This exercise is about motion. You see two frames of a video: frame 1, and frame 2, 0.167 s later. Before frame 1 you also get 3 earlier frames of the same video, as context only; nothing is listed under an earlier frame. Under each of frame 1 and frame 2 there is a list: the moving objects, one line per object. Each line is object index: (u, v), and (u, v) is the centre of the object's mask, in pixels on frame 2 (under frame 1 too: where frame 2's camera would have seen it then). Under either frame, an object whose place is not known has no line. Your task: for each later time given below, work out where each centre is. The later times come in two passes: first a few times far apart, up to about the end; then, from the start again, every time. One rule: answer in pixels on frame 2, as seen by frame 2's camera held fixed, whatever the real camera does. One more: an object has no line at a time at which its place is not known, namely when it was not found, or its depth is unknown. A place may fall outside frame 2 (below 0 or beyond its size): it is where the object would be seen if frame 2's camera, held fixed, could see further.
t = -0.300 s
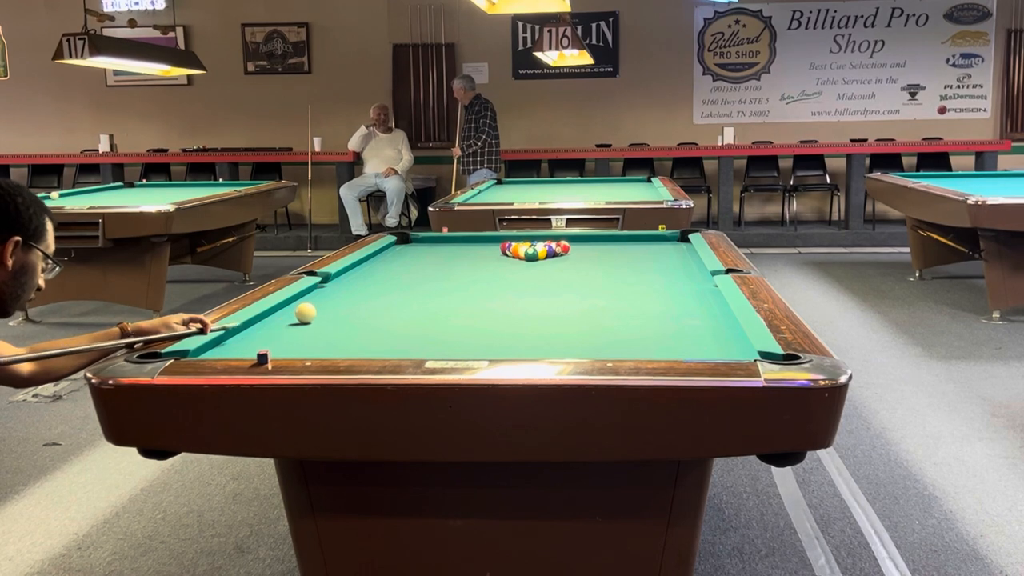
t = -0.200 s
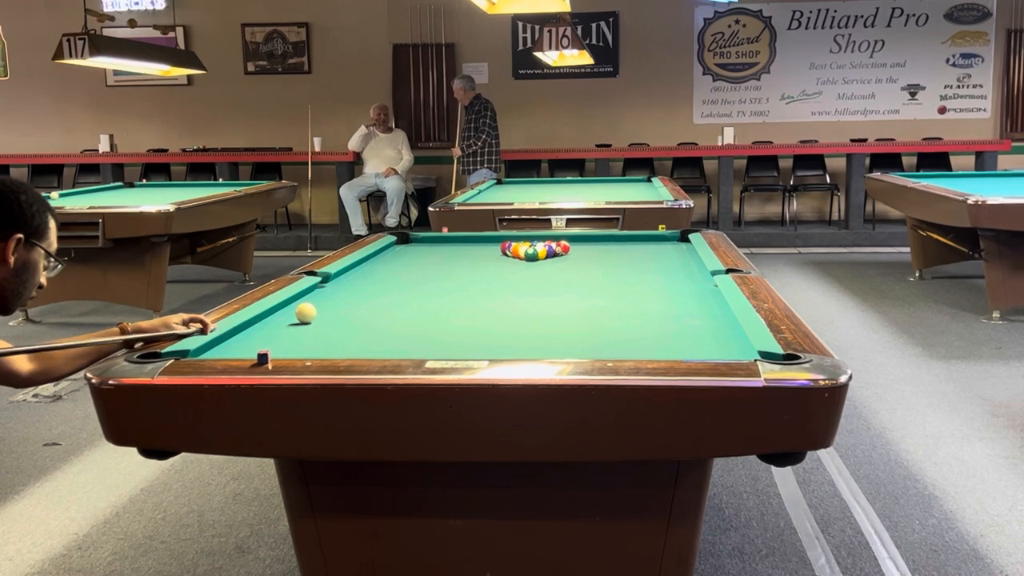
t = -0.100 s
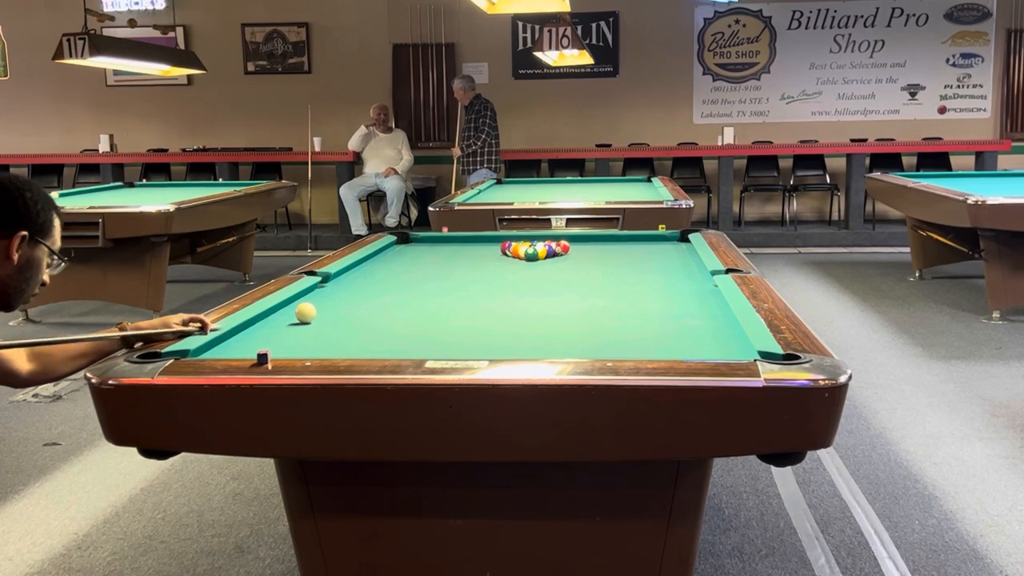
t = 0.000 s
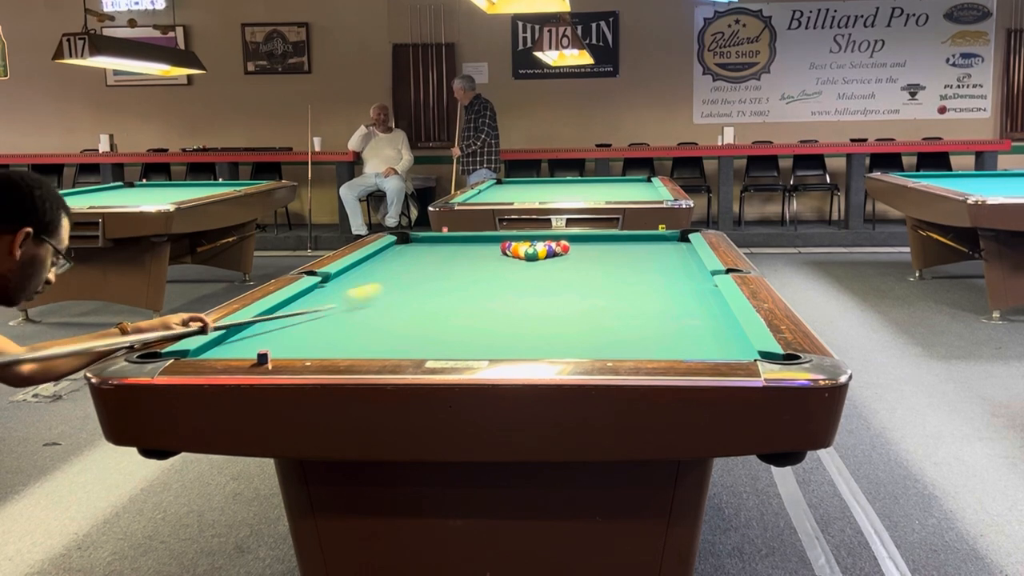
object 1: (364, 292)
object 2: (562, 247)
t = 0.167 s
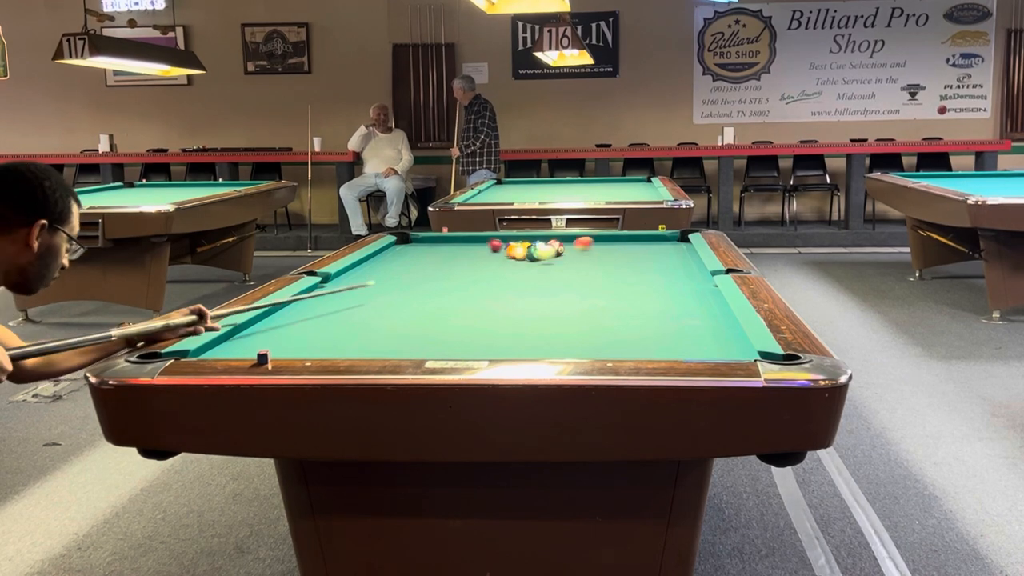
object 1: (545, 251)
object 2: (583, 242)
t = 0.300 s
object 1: (617, 260)
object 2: (637, 239)
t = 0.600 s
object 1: (638, 266)
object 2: (680, 256)
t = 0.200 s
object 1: (563, 251)
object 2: (602, 239)
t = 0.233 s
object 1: (581, 254)
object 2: (618, 236)
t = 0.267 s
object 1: (599, 260)
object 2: (629, 237)
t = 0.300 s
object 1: (617, 260)
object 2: (637, 239)
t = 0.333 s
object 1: (636, 262)
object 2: (645, 241)
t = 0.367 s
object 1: (655, 263)
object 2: (653, 243)
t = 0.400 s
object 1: (674, 264)
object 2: (661, 245)
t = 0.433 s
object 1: (693, 266)
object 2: (668, 247)
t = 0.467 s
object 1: (688, 266)
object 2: (676, 249)
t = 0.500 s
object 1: (675, 266)
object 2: (684, 250)
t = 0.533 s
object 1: (662, 266)
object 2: (688, 252)
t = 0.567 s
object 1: (650, 266)
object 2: (684, 254)
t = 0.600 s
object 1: (638, 266)
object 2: (680, 256)
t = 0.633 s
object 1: (627, 266)
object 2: (676, 258)
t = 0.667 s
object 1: (617, 265)
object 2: (672, 260)
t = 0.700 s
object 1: (607, 265)
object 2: (668, 262)
